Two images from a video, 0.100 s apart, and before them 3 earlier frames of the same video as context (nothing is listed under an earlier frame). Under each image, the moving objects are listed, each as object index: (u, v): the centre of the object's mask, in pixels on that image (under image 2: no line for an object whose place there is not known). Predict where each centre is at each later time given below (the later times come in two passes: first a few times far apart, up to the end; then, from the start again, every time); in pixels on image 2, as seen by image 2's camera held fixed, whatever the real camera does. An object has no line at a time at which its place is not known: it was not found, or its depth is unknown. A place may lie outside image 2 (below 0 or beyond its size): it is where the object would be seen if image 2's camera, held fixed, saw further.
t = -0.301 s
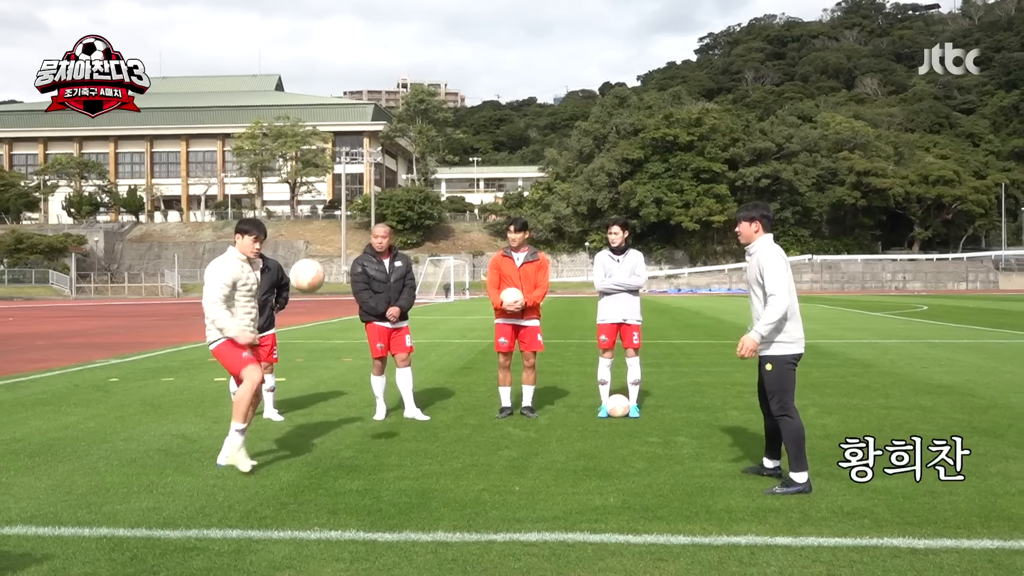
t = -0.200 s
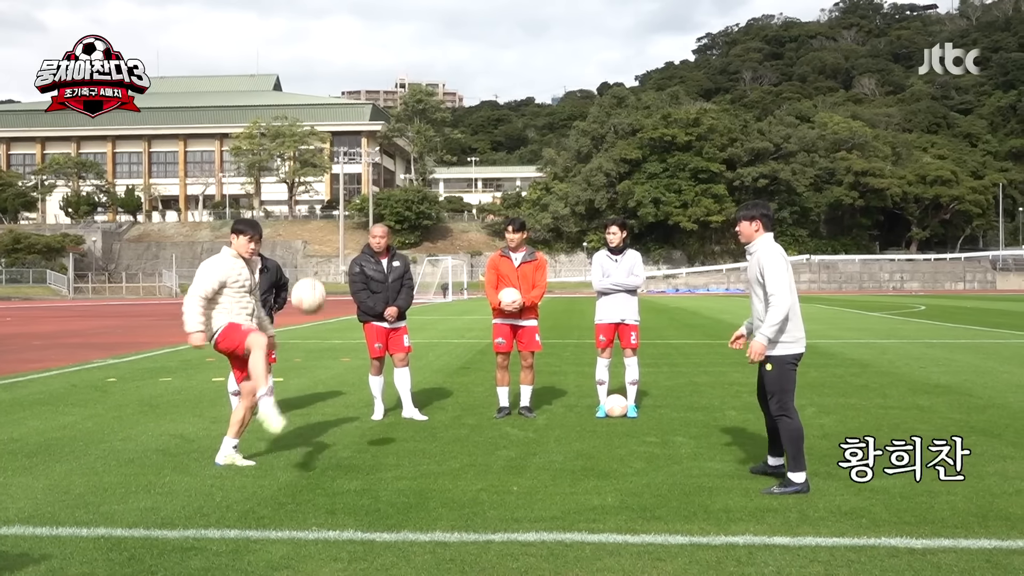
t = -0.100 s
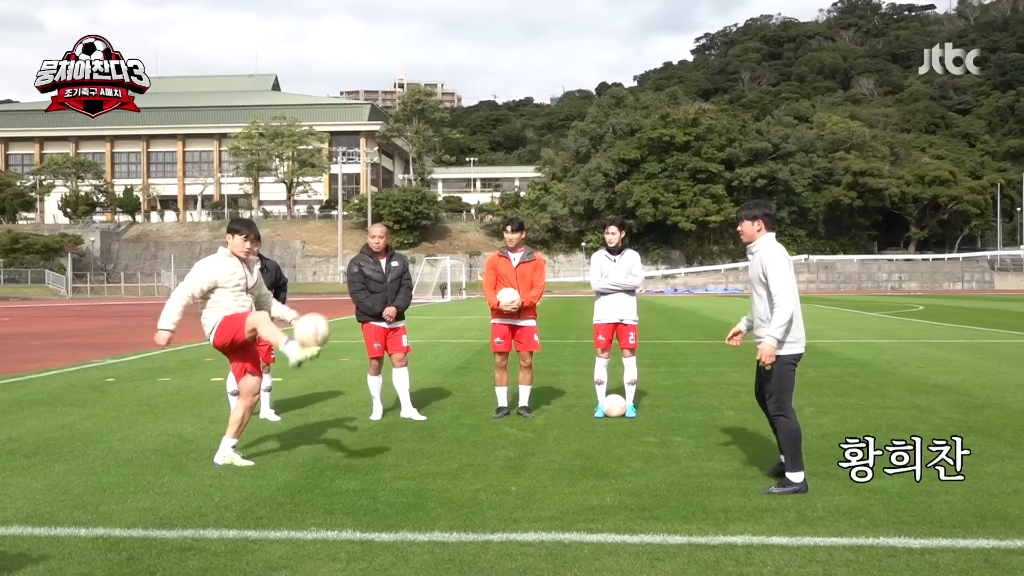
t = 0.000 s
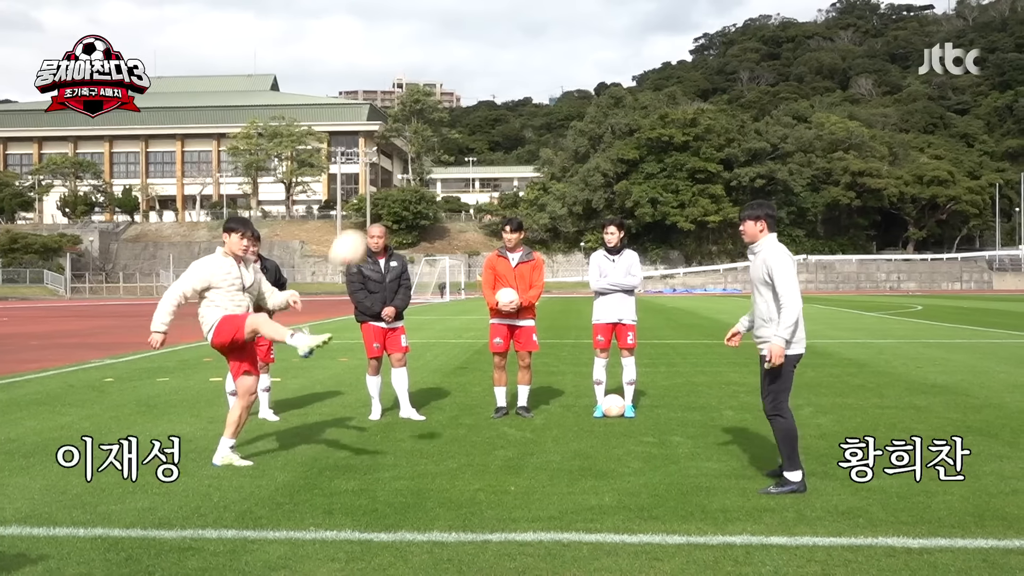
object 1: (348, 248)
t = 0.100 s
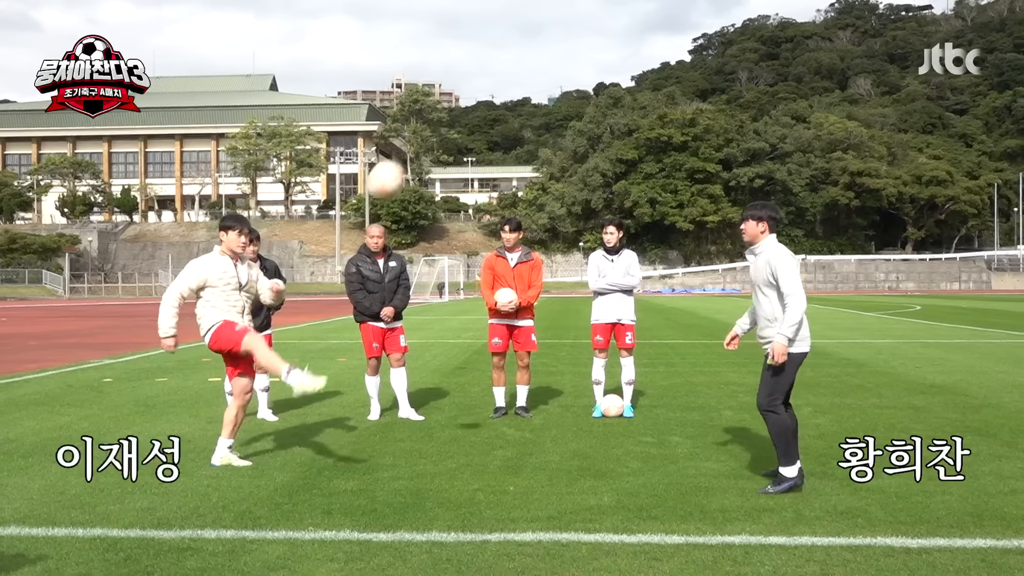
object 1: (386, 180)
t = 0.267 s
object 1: (452, 98)
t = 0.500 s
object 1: (547, 57)
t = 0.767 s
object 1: (659, 116)
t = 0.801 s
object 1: (674, 133)
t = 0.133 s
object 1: (399, 159)
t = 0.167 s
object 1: (412, 142)
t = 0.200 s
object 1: (425, 126)
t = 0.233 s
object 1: (439, 111)
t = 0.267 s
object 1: (452, 98)
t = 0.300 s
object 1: (466, 87)
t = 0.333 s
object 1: (480, 77)
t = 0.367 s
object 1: (493, 69)
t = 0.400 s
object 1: (506, 64)
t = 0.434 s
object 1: (520, 60)
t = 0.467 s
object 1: (533, 57)
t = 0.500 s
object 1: (547, 57)
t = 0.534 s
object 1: (561, 58)
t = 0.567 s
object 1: (575, 61)
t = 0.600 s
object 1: (589, 66)
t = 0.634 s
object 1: (602, 72)
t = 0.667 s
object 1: (617, 81)
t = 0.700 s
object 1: (631, 90)
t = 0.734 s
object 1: (645, 102)
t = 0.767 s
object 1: (659, 116)
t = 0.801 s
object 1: (674, 133)
